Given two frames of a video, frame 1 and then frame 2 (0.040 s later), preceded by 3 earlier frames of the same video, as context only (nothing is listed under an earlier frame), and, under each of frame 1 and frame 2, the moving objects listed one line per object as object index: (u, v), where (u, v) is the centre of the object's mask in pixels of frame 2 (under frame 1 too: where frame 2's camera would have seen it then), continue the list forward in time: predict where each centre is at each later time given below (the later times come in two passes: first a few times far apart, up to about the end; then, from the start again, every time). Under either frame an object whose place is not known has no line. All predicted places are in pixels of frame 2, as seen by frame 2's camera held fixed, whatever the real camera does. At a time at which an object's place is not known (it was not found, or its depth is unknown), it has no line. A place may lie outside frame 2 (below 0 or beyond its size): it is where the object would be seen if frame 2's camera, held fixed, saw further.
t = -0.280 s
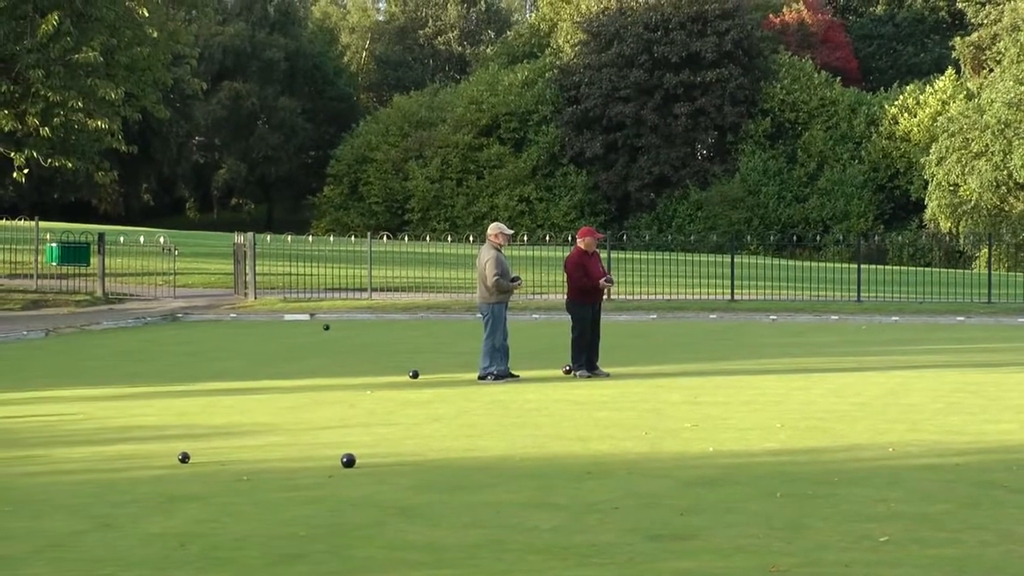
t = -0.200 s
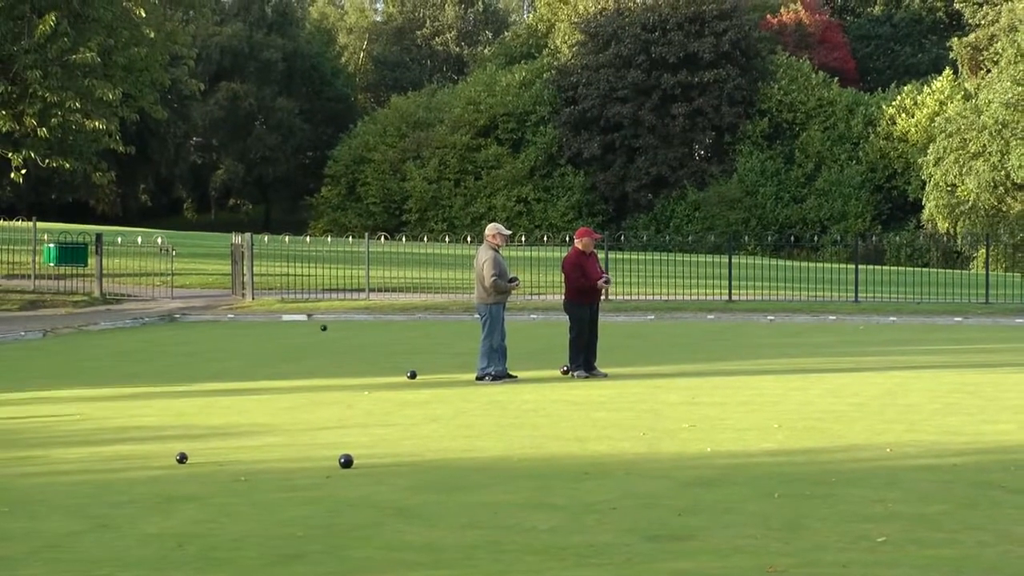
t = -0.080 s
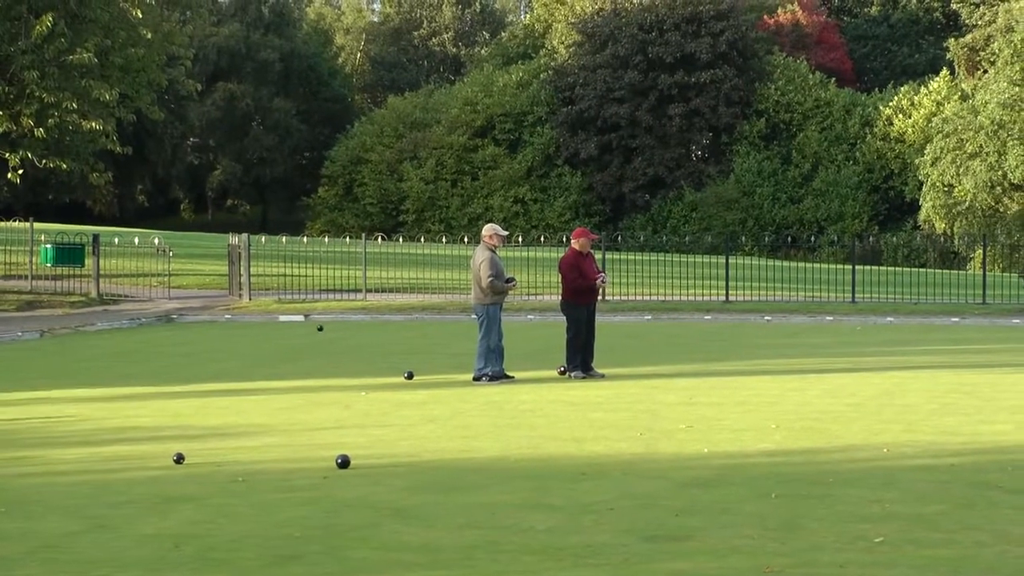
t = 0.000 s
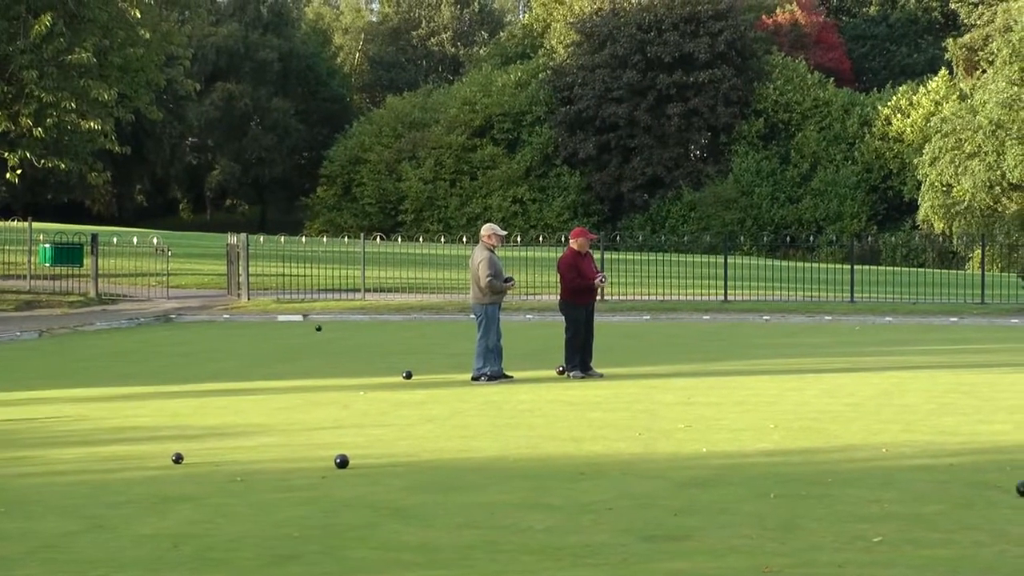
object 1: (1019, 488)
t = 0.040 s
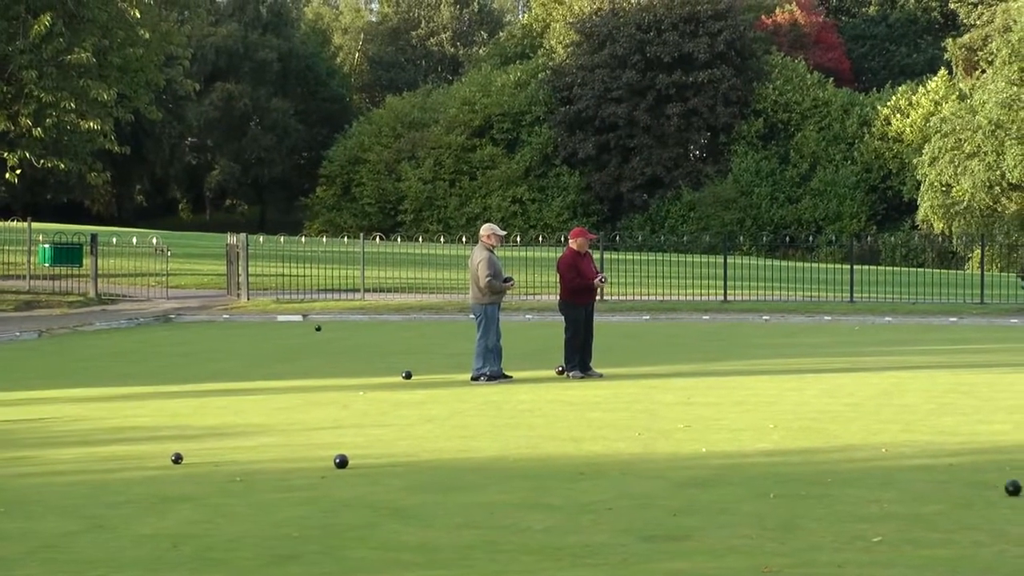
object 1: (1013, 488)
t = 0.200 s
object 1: (971, 485)
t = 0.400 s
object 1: (920, 482)
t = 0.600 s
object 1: (872, 481)
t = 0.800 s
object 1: (826, 478)
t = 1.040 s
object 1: (773, 477)
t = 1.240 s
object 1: (731, 475)
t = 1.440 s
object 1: (692, 474)
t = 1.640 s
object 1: (654, 473)
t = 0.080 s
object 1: (1002, 487)
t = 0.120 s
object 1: (991, 487)
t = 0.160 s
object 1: (981, 485)
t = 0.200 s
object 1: (971, 485)
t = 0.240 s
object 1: (960, 485)
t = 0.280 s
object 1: (950, 484)
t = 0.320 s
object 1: (940, 483)
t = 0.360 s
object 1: (930, 483)
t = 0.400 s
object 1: (920, 482)
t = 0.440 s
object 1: (910, 482)
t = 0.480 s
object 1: (900, 482)
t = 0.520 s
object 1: (891, 481)
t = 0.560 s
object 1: (881, 481)
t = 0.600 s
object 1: (872, 481)
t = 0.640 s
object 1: (863, 480)
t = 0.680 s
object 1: (853, 480)
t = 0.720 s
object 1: (844, 479)
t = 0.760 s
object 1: (835, 479)
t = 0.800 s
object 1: (826, 478)
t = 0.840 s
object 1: (817, 478)
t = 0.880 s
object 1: (808, 478)
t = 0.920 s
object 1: (799, 478)
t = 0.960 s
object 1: (791, 477)
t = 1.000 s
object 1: (782, 477)
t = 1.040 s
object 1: (773, 477)
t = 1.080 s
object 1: (765, 476)
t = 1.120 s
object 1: (756, 476)
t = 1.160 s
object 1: (748, 476)
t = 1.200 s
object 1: (740, 476)
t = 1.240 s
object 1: (731, 475)
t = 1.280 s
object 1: (723, 475)
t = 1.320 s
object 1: (715, 475)
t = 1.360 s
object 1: (707, 474)
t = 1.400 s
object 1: (700, 474)
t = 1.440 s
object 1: (692, 474)
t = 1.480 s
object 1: (684, 474)
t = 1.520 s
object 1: (676, 473)
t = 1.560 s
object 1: (669, 474)
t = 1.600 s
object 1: (662, 473)
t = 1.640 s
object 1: (654, 473)
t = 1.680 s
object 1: (647, 473)
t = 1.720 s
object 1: (641, 473)
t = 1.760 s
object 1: (634, 473)
